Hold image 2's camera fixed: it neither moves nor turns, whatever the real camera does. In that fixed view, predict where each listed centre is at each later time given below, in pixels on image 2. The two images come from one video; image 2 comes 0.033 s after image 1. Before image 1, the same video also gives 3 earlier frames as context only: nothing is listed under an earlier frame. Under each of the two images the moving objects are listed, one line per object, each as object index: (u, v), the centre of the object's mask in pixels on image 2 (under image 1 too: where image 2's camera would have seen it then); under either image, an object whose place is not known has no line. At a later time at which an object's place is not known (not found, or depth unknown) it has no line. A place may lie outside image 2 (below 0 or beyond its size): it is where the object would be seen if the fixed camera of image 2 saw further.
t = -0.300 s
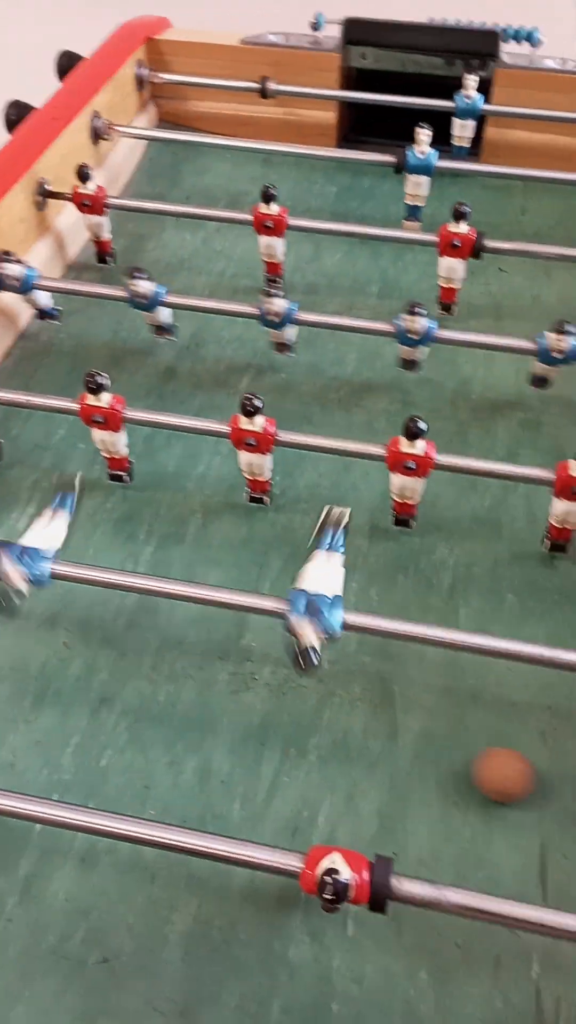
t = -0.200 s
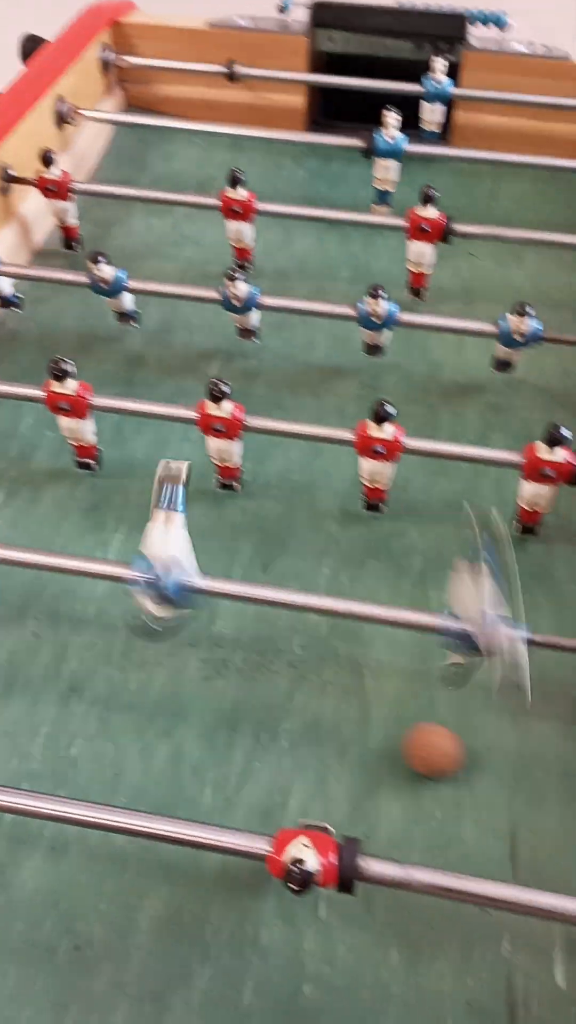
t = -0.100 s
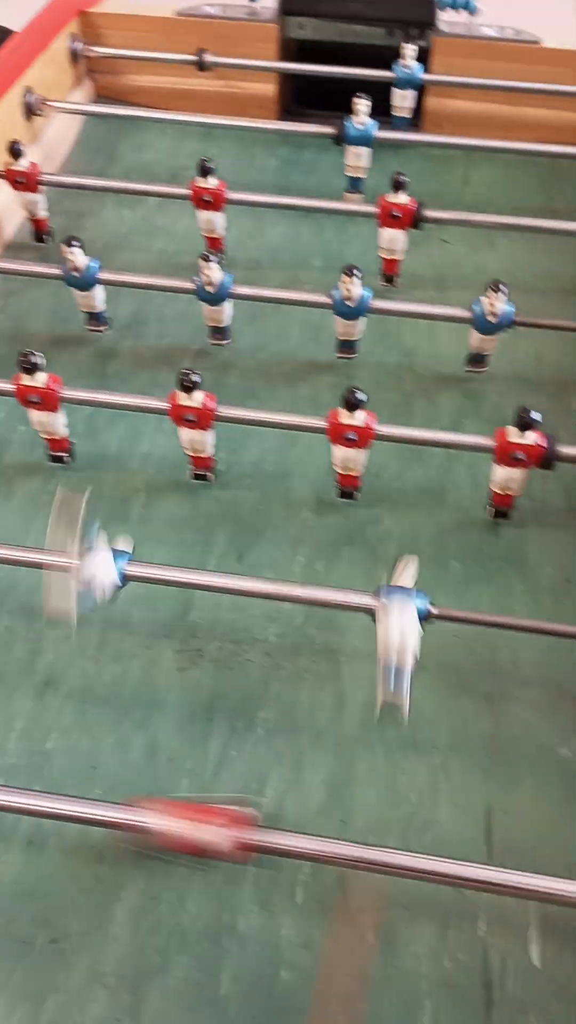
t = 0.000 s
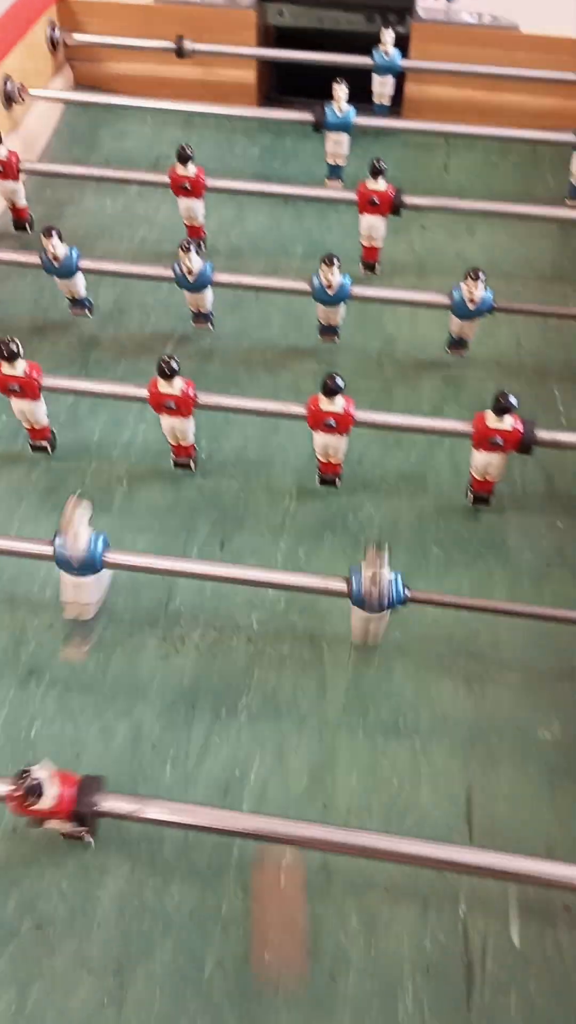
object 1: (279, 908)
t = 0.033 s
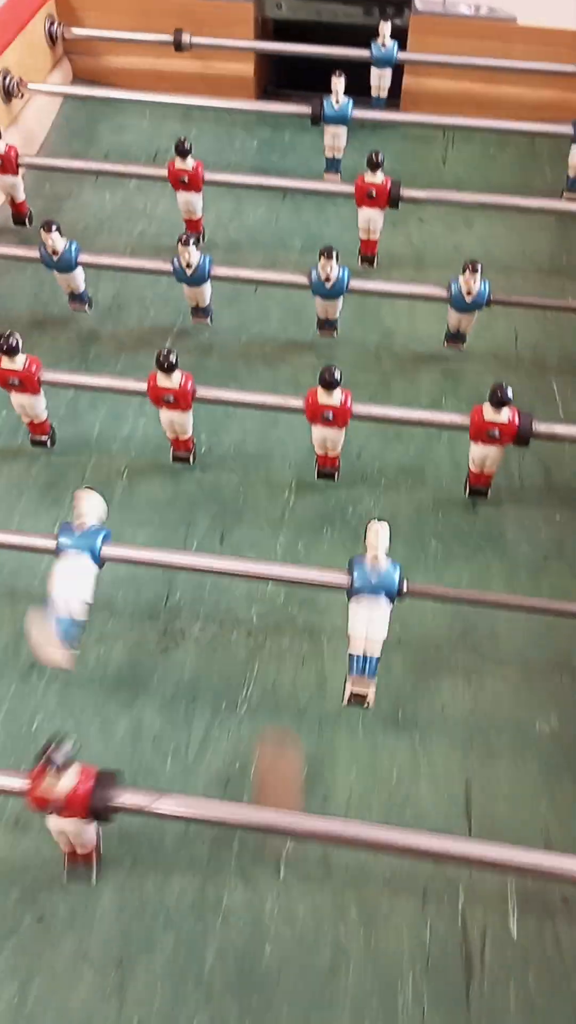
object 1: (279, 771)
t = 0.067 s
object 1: (275, 699)
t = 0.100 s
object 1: (273, 625)
